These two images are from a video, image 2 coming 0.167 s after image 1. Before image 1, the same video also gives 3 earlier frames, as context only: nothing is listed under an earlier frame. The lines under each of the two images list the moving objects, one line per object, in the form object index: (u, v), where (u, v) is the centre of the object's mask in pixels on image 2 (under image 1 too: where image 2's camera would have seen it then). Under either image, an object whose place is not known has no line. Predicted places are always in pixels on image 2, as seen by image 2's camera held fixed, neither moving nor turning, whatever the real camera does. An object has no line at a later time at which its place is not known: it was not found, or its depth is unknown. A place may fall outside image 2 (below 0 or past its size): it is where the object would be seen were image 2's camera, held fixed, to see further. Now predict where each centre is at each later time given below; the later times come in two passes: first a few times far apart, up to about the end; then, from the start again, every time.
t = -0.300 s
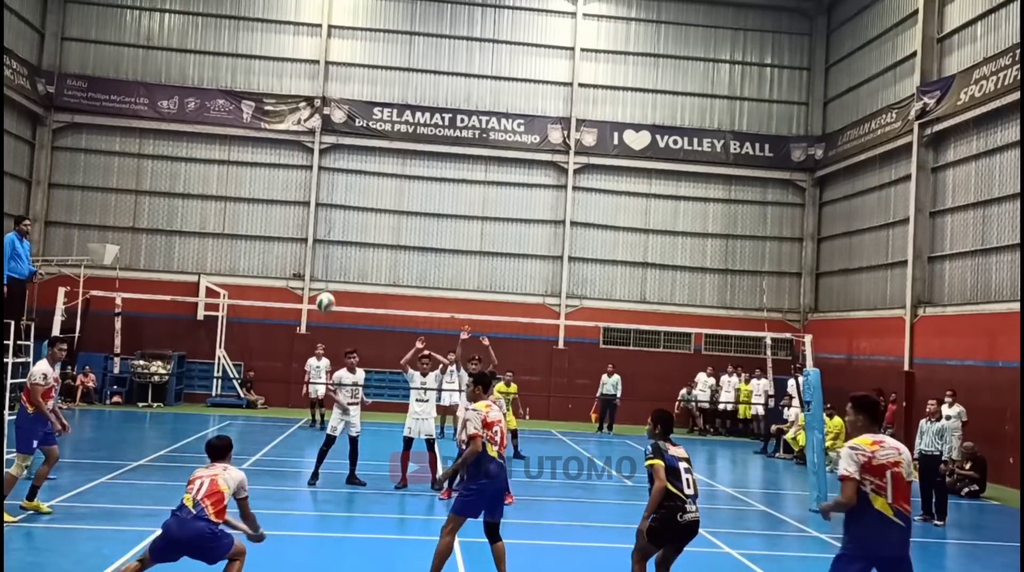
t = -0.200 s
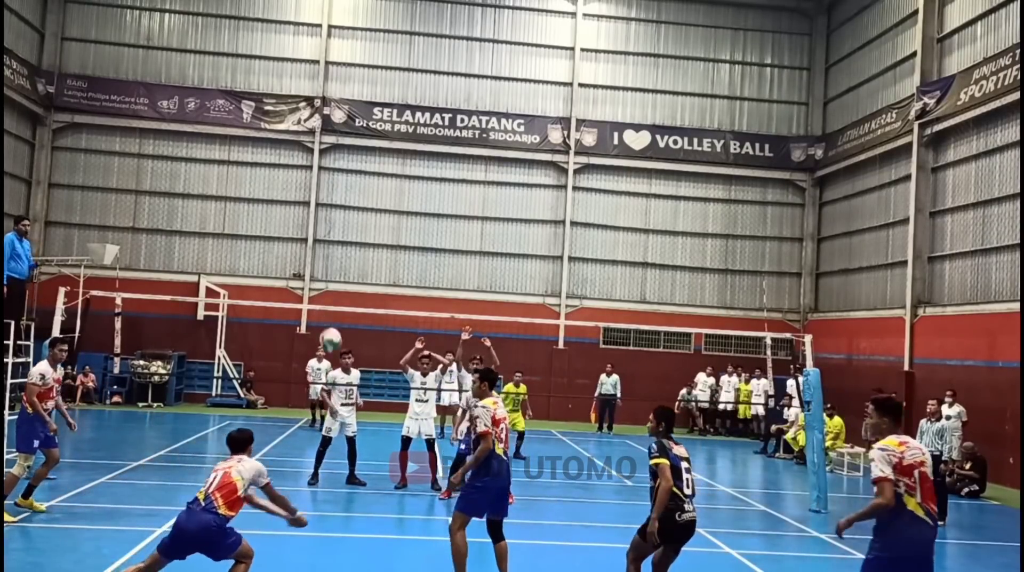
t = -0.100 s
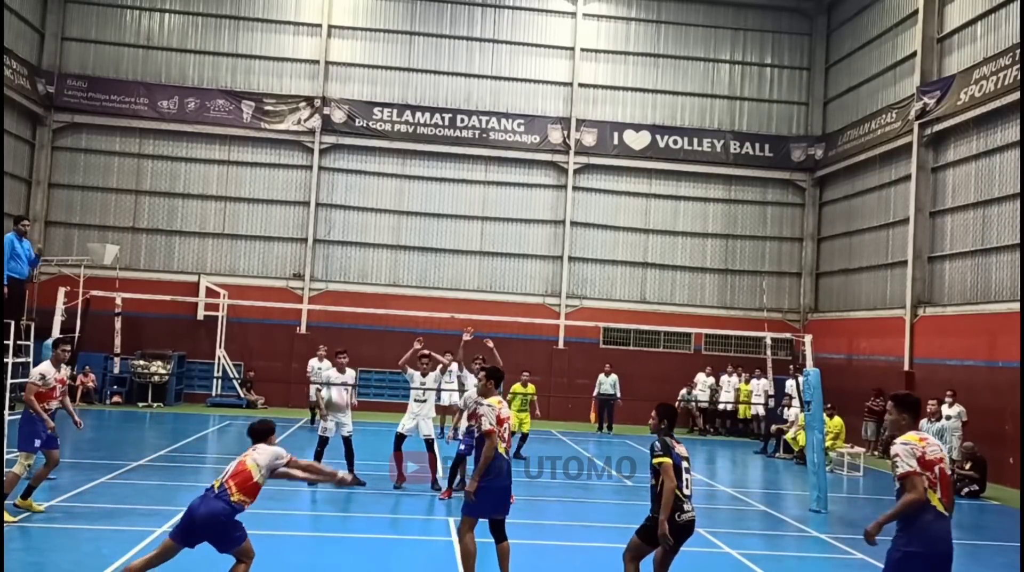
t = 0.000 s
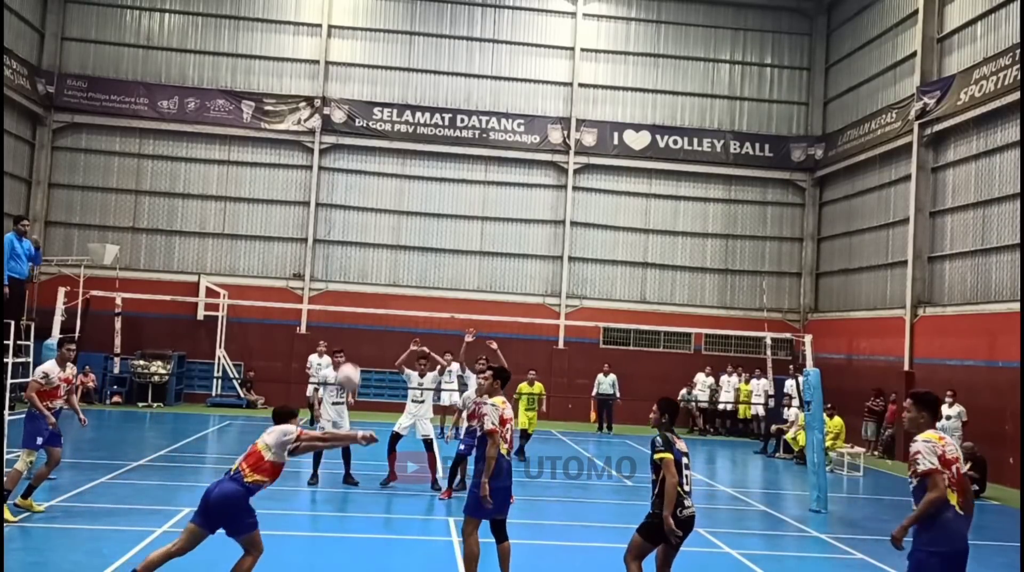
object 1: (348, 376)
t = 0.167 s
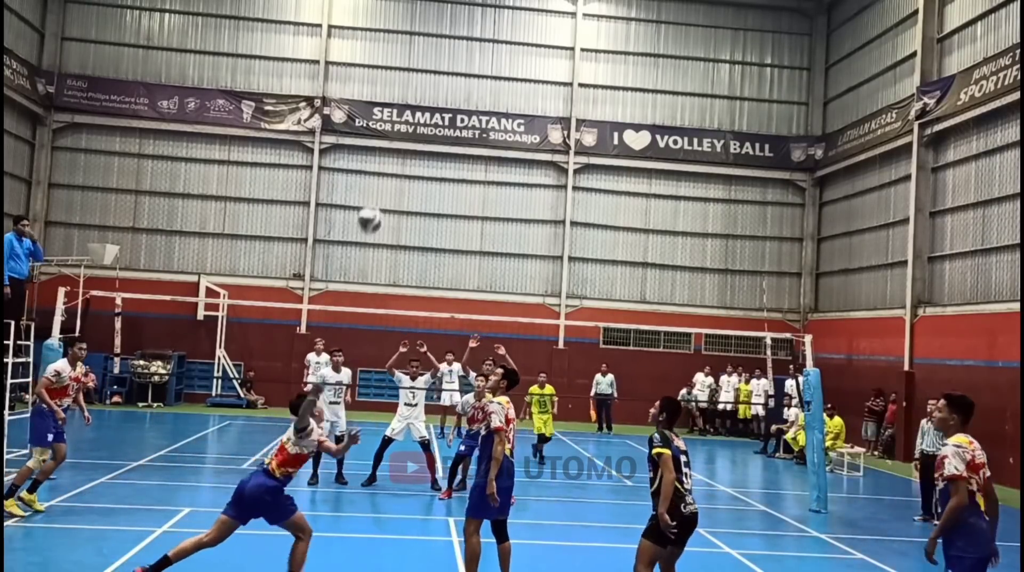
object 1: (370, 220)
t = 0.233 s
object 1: (377, 172)
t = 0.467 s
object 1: (400, 61)
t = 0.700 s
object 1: (413, 20)
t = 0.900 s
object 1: (419, 27)
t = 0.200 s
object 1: (374, 194)
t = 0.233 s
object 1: (377, 172)
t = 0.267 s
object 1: (381, 150)
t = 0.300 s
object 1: (385, 132)
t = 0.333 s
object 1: (389, 113)
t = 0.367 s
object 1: (391, 98)
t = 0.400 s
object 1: (394, 85)
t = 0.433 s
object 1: (397, 72)
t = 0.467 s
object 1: (400, 61)
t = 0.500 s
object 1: (403, 51)
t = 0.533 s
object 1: (404, 43)
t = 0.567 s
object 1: (407, 36)
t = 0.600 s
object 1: (408, 30)
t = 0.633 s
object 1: (410, 25)
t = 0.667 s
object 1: (411, 22)
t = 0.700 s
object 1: (413, 20)
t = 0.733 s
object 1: (414, 19)
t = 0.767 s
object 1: (415, 18)
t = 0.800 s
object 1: (416, 19)
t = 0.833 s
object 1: (417, 21)
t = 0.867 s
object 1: (418, 24)
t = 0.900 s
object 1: (419, 27)
